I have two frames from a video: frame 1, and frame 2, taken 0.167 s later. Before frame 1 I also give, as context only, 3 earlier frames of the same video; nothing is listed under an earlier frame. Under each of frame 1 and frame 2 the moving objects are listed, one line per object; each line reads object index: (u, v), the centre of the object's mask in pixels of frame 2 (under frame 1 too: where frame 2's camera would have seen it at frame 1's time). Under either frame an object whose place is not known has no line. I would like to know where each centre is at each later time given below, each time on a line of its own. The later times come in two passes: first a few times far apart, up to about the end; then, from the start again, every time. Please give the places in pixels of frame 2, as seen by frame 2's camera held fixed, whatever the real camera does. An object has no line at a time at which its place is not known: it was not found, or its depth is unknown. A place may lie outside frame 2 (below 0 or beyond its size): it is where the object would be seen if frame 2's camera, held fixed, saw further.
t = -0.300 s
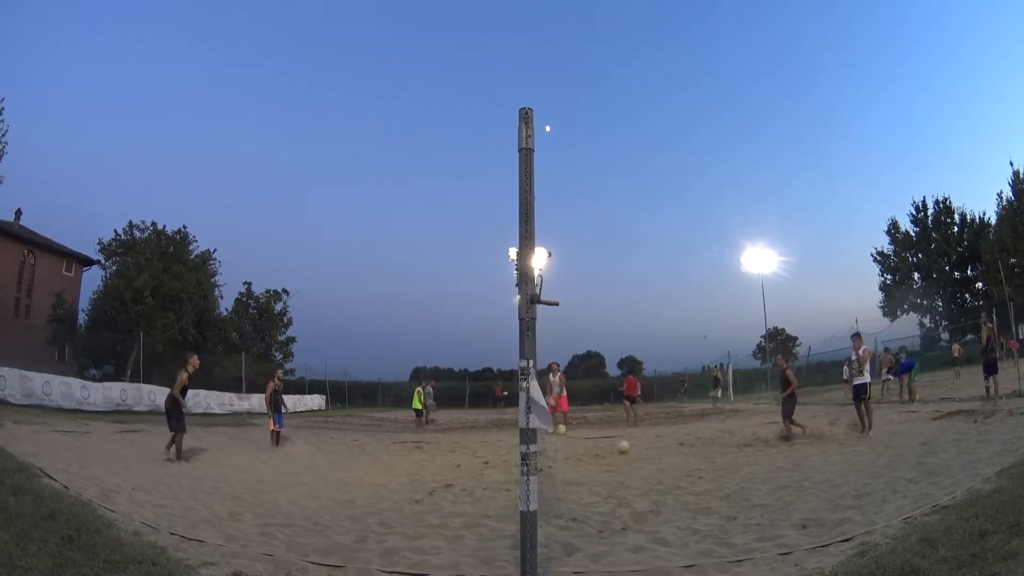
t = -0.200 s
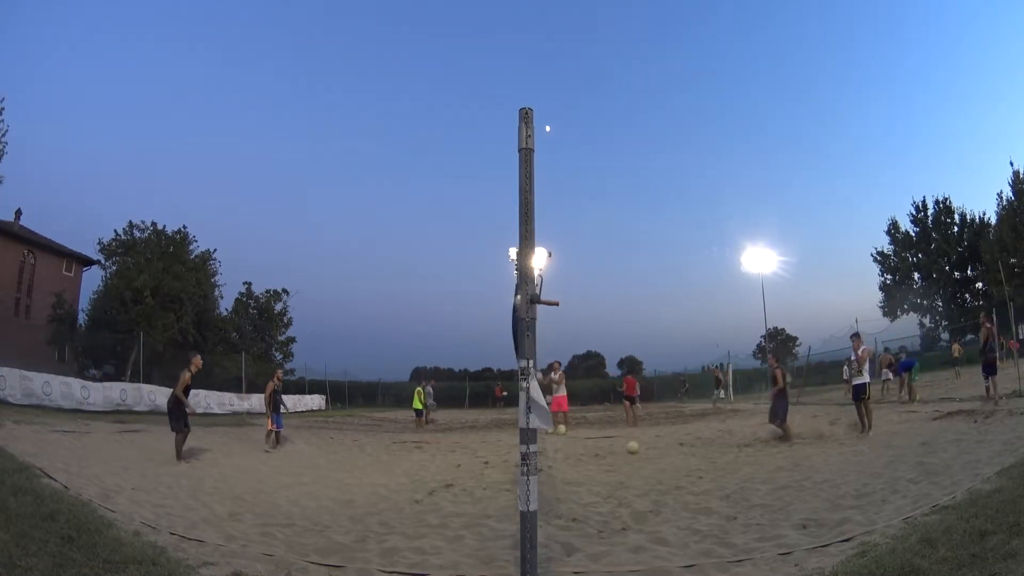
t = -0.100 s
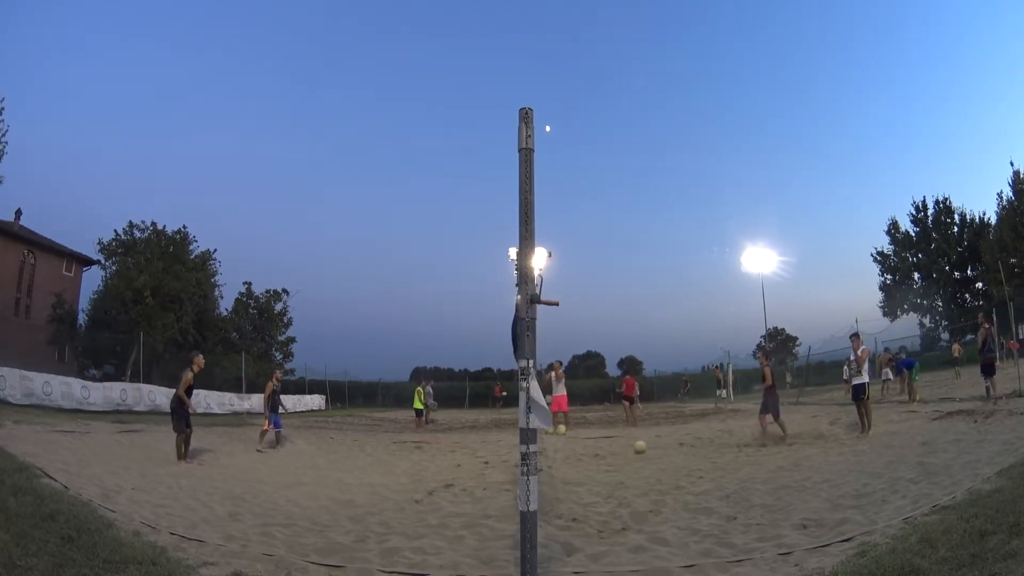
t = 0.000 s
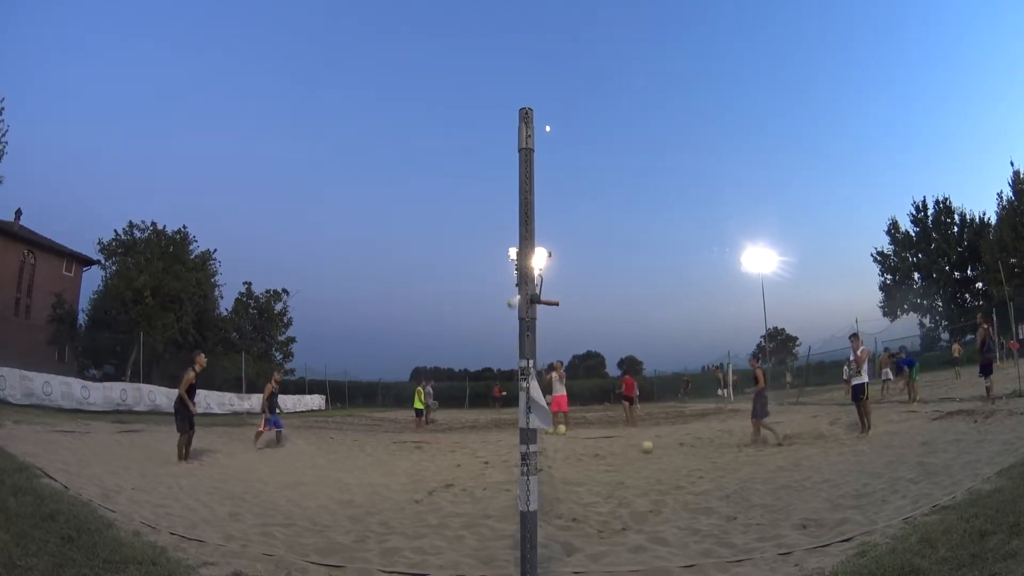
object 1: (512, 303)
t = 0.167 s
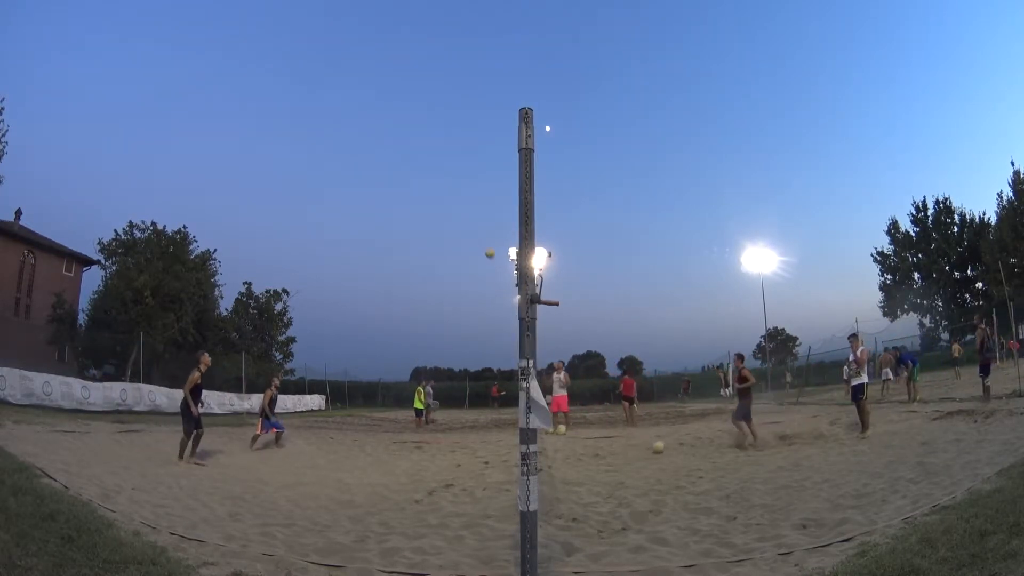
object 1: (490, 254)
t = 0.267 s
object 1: (477, 229)
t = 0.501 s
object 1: (449, 188)
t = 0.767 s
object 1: (414, 169)
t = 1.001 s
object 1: (381, 176)
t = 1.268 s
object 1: (338, 219)
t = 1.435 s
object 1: (309, 269)
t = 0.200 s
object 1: (486, 245)
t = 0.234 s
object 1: (482, 236)
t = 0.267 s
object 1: (477, 229)
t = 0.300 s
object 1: (473, 222)
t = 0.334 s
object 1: (469, 215)
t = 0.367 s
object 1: (465, 209)
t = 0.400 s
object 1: (461, 203)
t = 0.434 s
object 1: (457, 198)
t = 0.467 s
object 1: (453, 192)
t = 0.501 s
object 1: (449, 188)
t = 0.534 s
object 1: (444, 184)
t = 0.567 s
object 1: (440, 180)
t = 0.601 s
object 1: (436, 177)
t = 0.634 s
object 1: (432, 175)
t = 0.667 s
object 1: (427, 172)
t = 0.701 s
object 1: (423, 170)
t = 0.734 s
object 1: (419, 169)
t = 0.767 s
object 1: (414, 169)
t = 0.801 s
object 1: (410, 168)
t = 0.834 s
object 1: (406, 168)
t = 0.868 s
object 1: (401, 169)
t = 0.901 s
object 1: (396, 170)
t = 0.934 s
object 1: (391, 171)
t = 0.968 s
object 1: (386, 173)
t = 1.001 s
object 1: (381, 176)
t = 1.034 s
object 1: (376, 179)
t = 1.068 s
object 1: (371, 183)
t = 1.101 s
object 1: (366, 187)
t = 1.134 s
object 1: (360, 192)
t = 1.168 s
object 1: (355, 198)
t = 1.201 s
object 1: (349, 204)
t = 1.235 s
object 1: (344, 211)
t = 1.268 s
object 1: (338, 219)
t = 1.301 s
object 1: (333, 227)
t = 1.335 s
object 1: (327, 237)
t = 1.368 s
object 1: (321, 247)
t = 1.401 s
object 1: (315, 258)
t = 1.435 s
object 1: (309, 269)
